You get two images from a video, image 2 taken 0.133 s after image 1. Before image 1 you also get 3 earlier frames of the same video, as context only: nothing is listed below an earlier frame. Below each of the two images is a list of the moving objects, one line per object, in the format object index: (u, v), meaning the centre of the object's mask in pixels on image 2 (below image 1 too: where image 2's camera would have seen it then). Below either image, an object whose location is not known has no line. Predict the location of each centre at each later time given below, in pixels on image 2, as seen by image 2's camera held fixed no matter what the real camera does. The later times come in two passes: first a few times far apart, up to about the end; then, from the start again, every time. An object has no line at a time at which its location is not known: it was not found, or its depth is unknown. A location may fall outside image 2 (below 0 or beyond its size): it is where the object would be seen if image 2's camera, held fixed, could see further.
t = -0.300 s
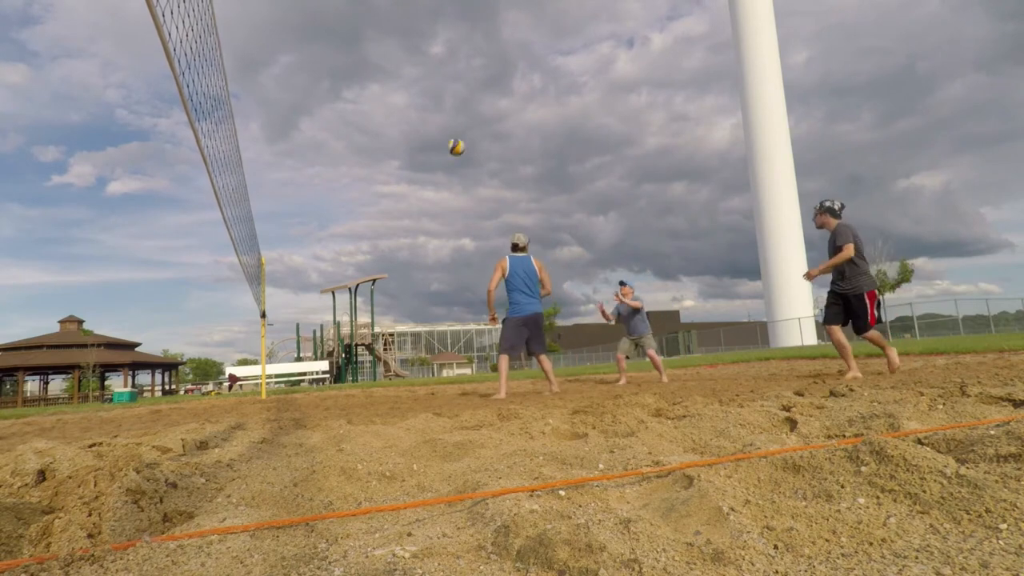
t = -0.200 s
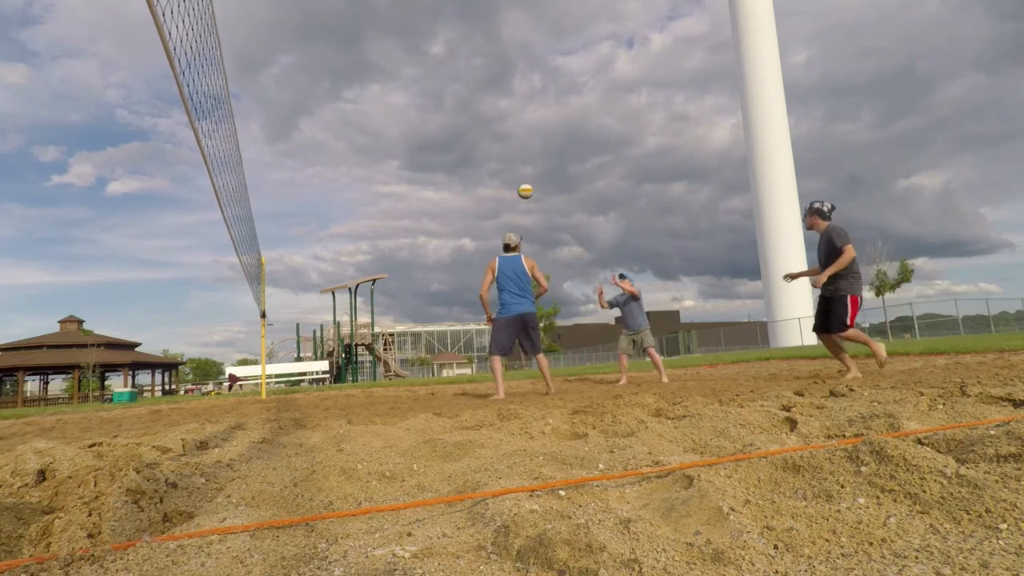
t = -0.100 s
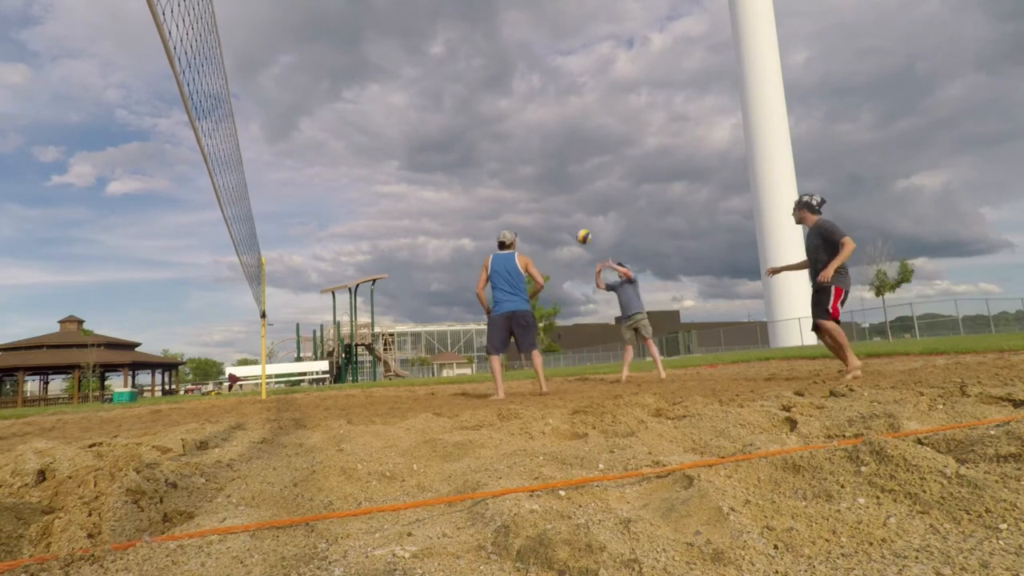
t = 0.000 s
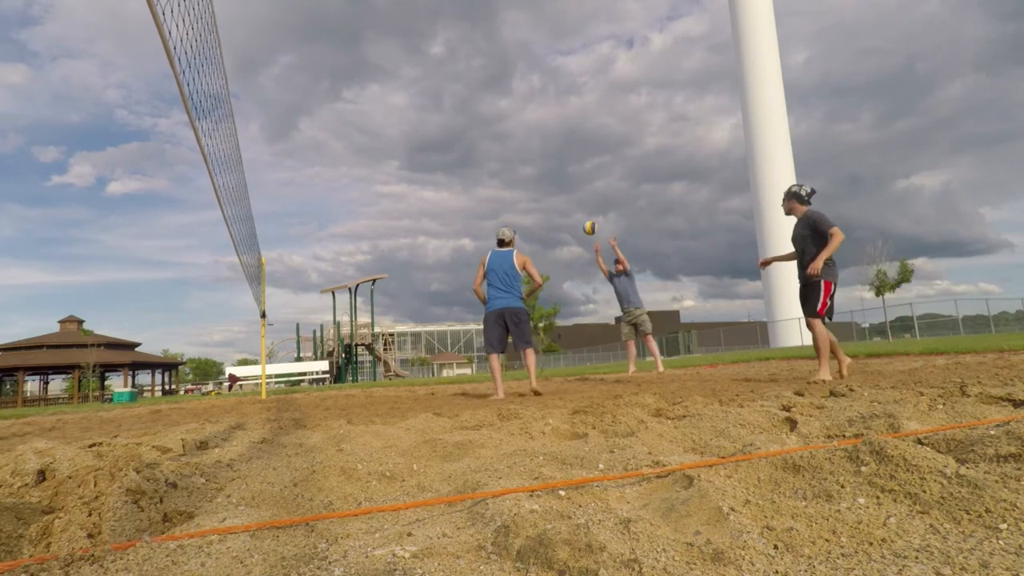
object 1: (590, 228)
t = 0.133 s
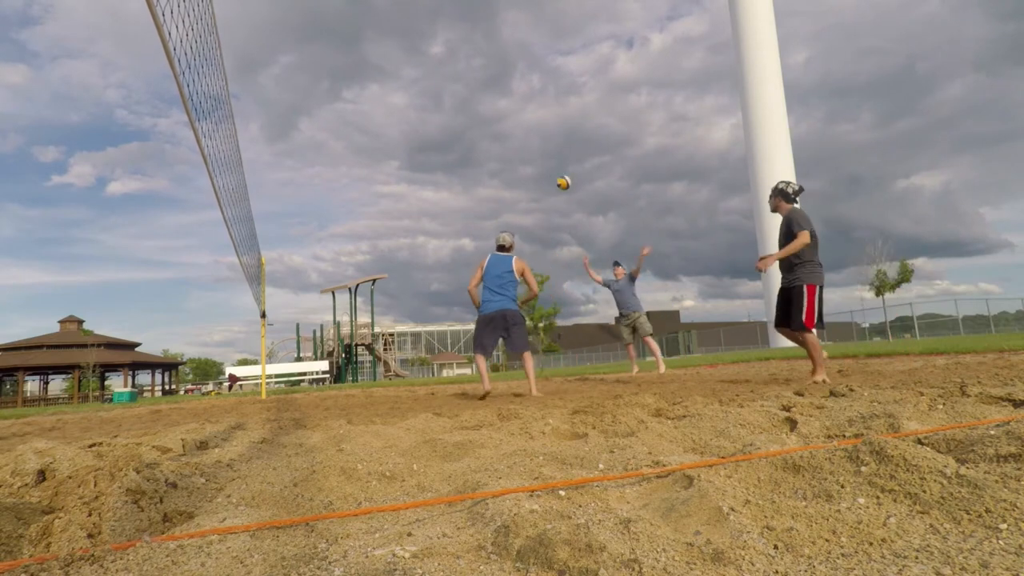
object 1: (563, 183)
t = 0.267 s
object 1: (537, 149)
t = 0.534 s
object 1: (483, 112)
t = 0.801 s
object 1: (425, 122)
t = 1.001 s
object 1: (379, 166)
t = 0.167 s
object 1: (557, 173)
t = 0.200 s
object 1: (550, 164)
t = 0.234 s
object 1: (544, 156)
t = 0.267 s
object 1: (537, 149)
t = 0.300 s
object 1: (530, 141)
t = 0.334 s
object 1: (523, 135)
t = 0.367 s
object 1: (517, 129)
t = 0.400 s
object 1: (510, 125)
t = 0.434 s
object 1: (503, 120)
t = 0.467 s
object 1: (496, 117)
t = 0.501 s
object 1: (490, 114)
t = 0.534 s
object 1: (483, 112)
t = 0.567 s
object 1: (476, 111)
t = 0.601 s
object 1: (469, 110)
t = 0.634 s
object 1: (462, 110)
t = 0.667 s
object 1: (455, 110)
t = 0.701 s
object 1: (447, 112)
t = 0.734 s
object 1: (440, 115)
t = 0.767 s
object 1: (433, 118)
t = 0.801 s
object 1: (425, 122)
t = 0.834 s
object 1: (418, 127)
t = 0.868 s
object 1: (410, 133)
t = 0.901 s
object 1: (403, 140)
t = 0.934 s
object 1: (395, 148)
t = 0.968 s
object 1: (387, 156)
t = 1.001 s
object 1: (379, 166)
